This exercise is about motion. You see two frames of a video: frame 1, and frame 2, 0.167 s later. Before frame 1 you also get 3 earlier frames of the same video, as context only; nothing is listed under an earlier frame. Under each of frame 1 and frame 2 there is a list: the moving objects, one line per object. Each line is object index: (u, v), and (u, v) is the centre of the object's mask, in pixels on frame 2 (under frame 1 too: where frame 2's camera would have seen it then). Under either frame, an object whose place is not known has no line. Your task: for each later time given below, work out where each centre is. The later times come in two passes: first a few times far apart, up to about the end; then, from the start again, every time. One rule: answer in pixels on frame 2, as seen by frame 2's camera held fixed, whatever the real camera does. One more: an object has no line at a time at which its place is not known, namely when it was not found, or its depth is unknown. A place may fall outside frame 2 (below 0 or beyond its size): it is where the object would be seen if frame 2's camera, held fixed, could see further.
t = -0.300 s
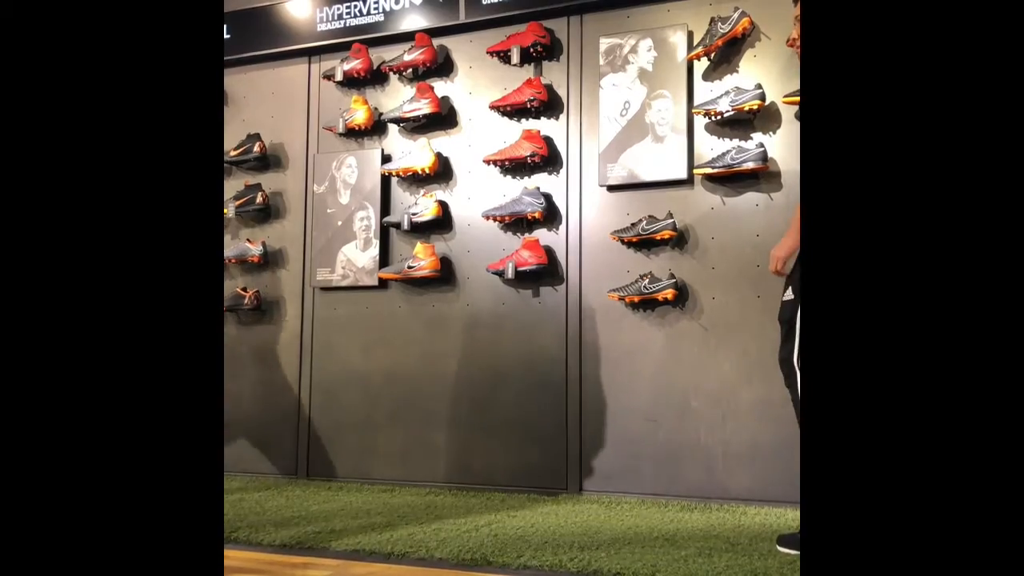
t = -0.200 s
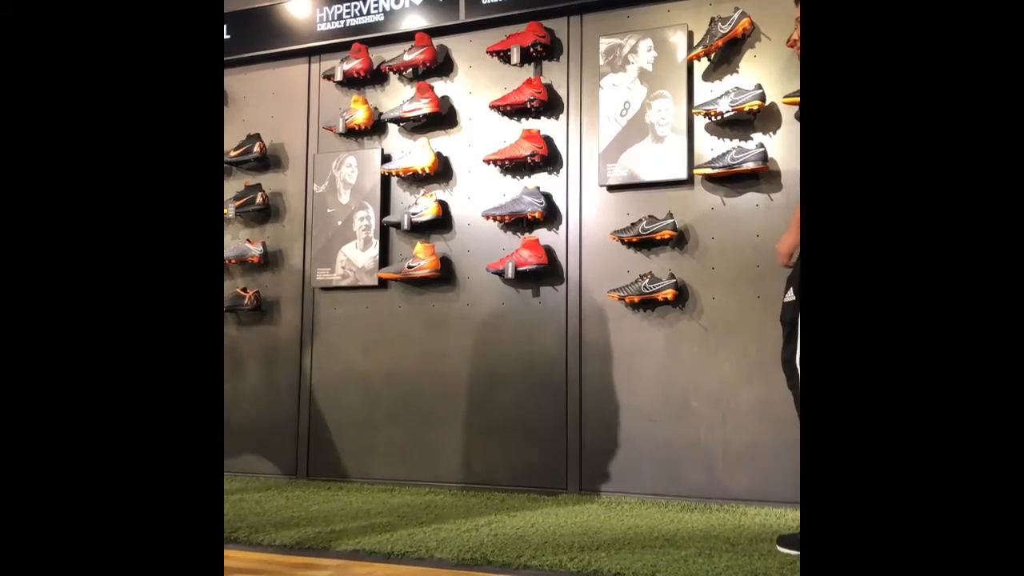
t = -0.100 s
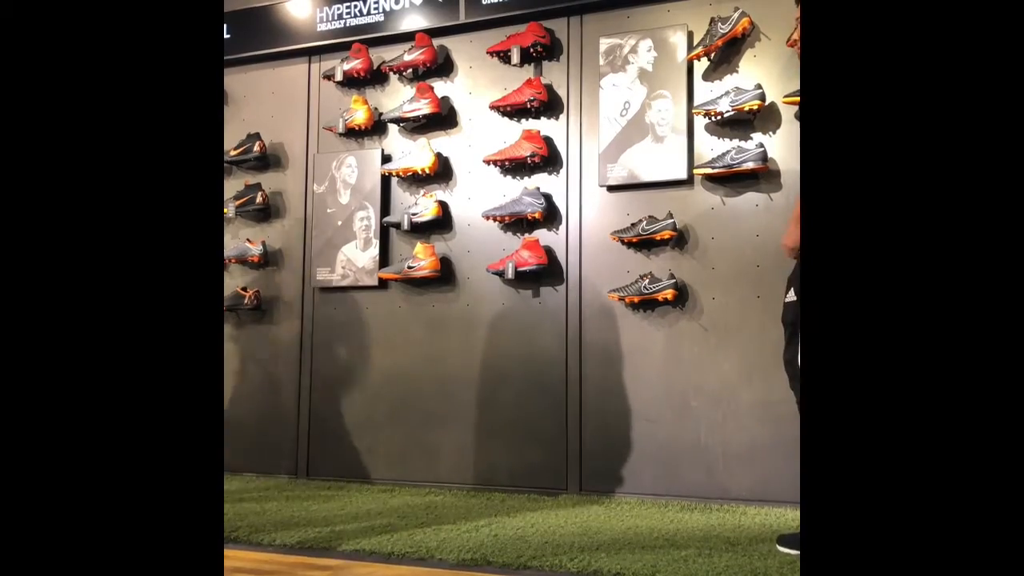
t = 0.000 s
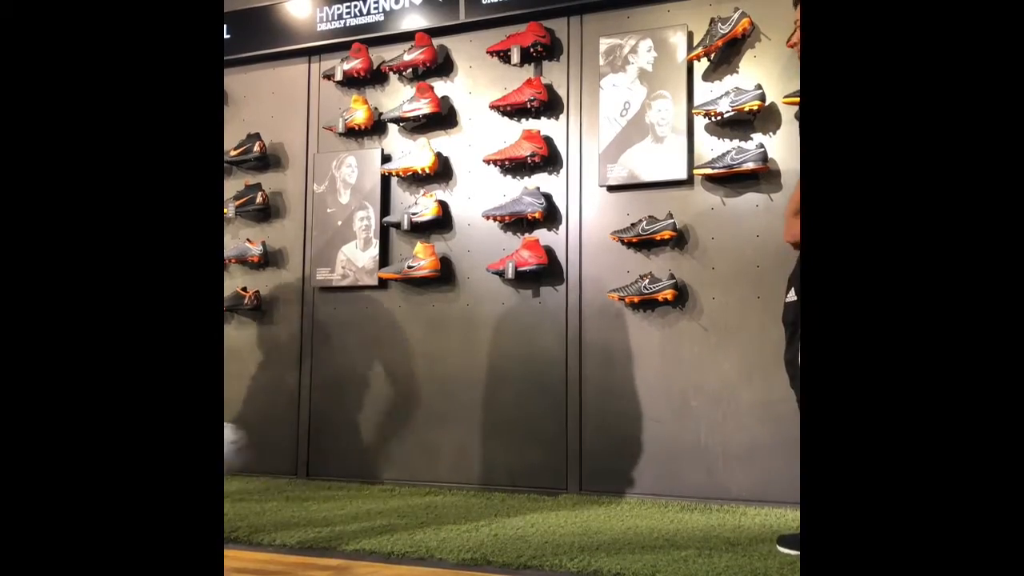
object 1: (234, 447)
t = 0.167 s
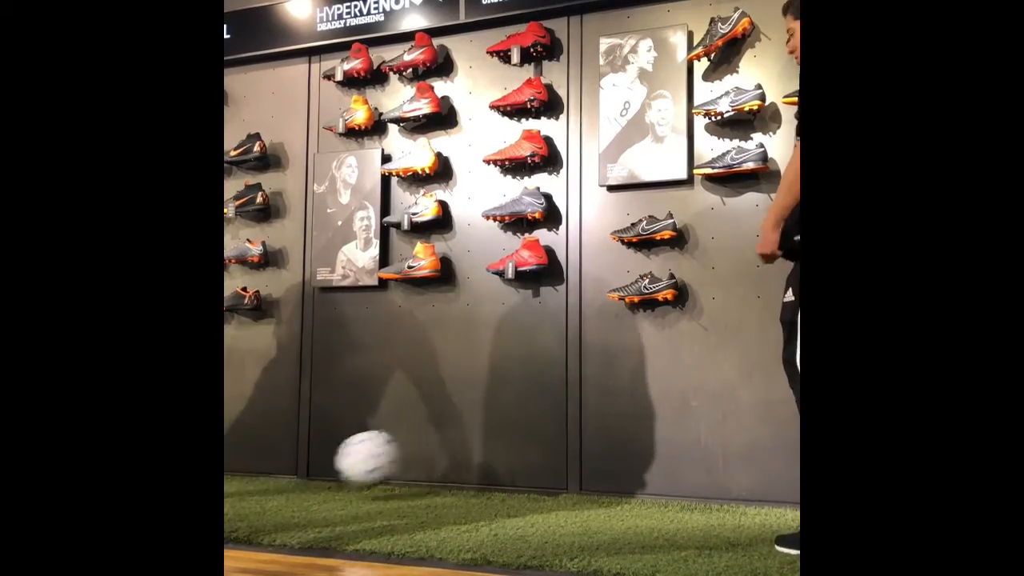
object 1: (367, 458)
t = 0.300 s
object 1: (447, 458)
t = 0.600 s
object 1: (482, 480)
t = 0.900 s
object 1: (509, 493)
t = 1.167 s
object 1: (539, 505)
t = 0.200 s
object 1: (389, 454)
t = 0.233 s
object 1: (412, 453)
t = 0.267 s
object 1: (433, 454)
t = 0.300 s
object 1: (447, 458)
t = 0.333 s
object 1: (453, 461)
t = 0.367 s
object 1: (460, 470)
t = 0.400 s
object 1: (465, 476)
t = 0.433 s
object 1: (468, 473)
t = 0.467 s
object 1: (471, 473)
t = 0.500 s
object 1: (474, 475)
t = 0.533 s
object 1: (477, 480)
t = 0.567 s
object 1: (480, 479)
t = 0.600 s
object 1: (482, 480)
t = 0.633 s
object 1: (484, 482)
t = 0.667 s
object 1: (487, 483)
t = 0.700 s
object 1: (490, 484)
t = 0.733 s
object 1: (492, 486)
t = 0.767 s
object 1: (495, 488)
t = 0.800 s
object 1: (498, 489)
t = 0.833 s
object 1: (502, 490)
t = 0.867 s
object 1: (505, 491)
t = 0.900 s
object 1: (509, 493)
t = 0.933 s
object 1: (512, 494)
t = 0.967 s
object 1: (517, 497)
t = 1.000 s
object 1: (520, 497)
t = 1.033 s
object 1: (524, 498)
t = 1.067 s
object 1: (527, 500)
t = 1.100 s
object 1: (531, 502)
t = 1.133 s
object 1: (535, 503)
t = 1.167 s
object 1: (539, 505)
